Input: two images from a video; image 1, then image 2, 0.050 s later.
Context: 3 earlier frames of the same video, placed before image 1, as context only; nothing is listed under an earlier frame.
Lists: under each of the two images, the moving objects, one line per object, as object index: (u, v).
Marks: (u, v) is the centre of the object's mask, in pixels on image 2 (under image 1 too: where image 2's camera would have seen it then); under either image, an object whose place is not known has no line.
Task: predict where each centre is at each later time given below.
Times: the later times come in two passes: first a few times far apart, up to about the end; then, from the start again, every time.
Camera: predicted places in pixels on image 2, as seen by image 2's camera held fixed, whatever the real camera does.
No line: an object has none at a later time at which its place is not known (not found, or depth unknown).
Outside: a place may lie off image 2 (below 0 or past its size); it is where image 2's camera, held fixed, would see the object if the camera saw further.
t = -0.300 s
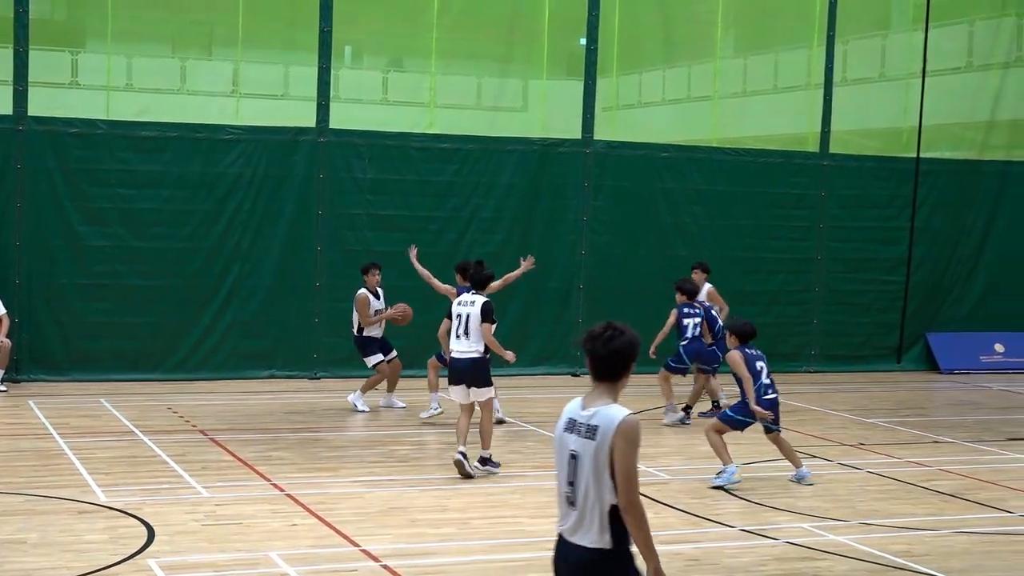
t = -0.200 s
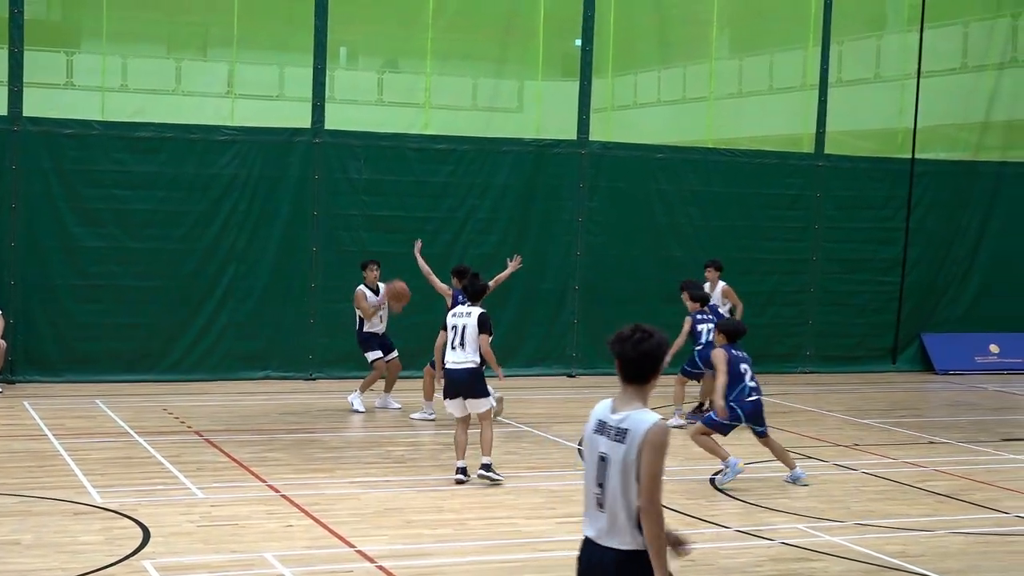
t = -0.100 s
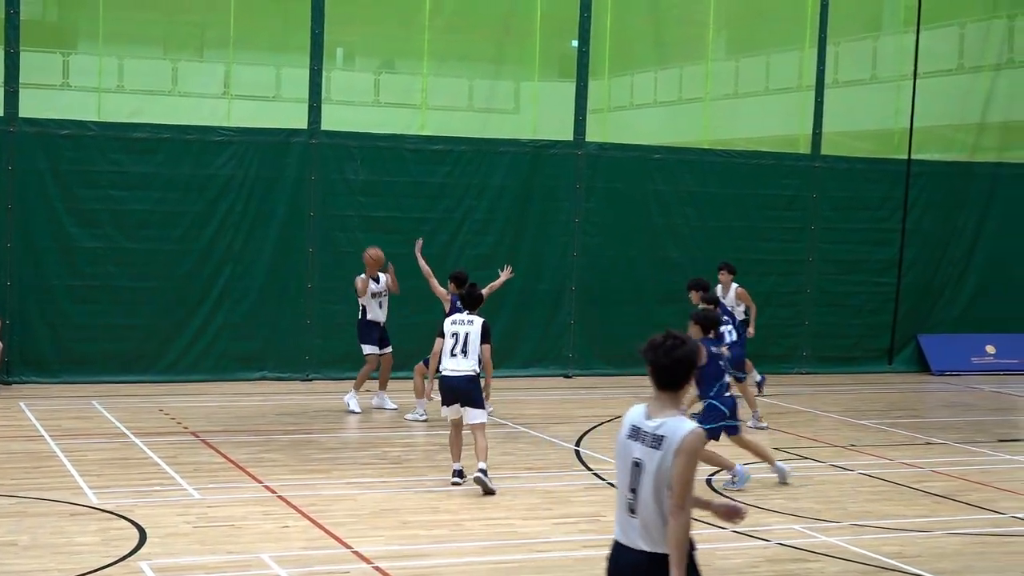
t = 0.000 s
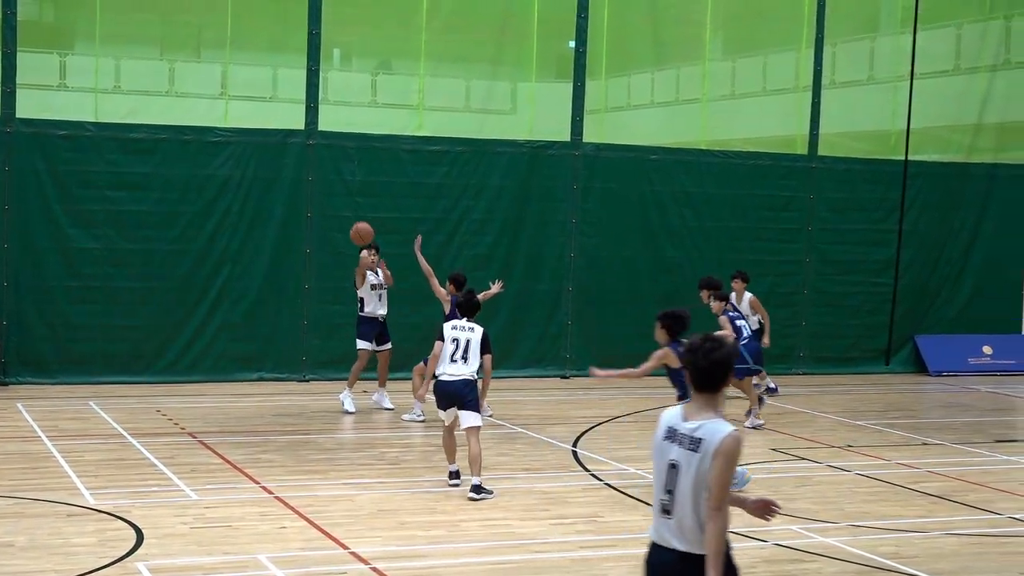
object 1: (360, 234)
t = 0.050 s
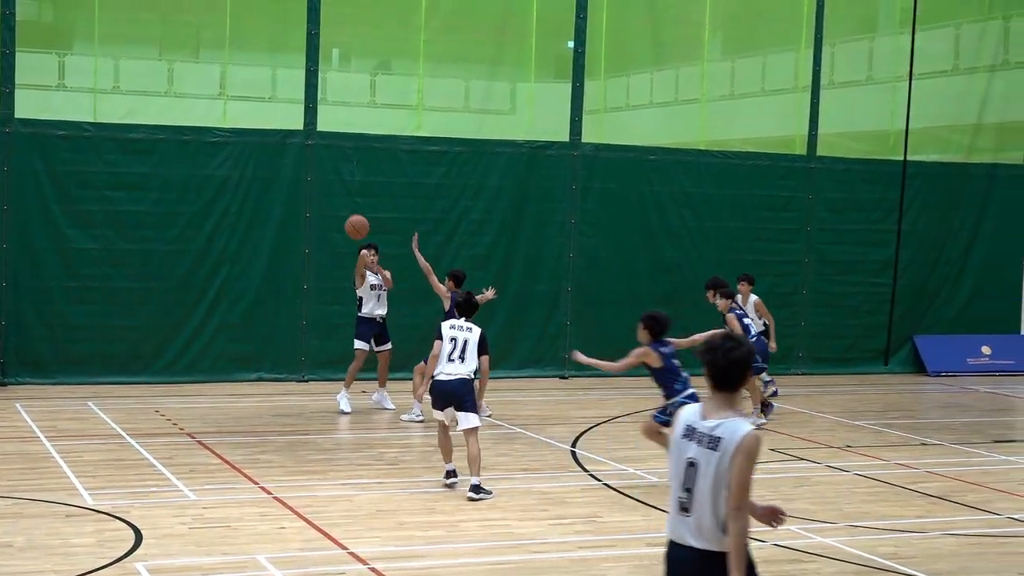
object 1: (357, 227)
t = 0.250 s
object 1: (338, 220)
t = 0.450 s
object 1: (313, 258)
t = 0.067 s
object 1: (355, 225)
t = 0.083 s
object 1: (354, 223)
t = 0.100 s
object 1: (352, 222)
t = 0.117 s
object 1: (351, 220)
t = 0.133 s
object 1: (349, 219)
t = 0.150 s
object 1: (348, 219)
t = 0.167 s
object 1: (346, 218)
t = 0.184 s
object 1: (345, 218)
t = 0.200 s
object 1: (343, 218)
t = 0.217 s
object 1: (341, 219)
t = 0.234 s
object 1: (339, 220)
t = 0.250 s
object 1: (338, 220)
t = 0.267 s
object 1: (336, 222)
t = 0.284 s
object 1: (334, 223)
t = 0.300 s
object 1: (332, 225)
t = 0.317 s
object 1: (330, 227)
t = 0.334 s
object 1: (328, 230)
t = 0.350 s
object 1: (326, 233)
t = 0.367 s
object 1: (324, 236)
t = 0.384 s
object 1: (322, 240)
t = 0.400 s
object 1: (320, 244)
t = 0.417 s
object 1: (317, 248)
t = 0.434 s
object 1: (315, 253)
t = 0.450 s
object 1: (313, 258)
